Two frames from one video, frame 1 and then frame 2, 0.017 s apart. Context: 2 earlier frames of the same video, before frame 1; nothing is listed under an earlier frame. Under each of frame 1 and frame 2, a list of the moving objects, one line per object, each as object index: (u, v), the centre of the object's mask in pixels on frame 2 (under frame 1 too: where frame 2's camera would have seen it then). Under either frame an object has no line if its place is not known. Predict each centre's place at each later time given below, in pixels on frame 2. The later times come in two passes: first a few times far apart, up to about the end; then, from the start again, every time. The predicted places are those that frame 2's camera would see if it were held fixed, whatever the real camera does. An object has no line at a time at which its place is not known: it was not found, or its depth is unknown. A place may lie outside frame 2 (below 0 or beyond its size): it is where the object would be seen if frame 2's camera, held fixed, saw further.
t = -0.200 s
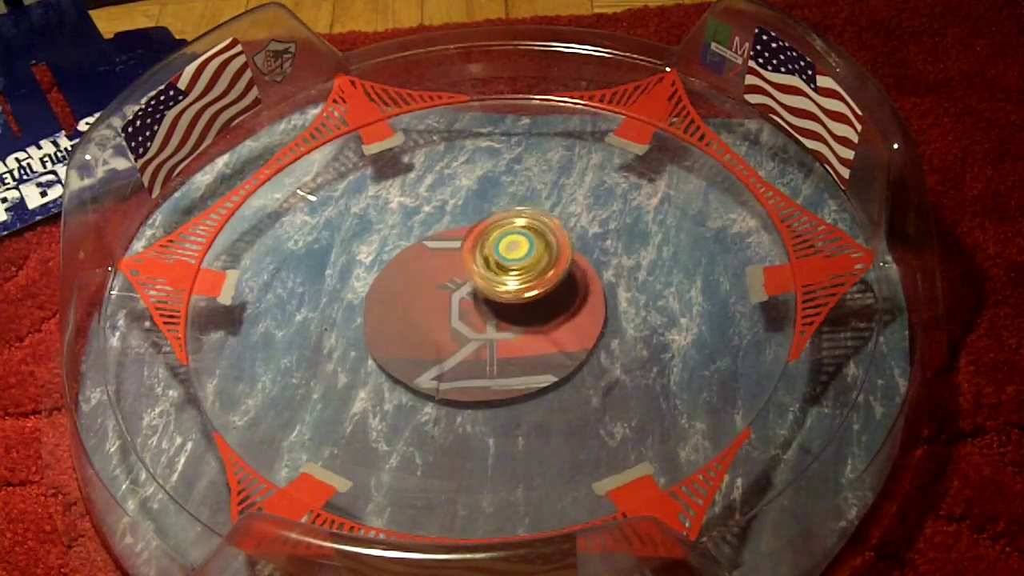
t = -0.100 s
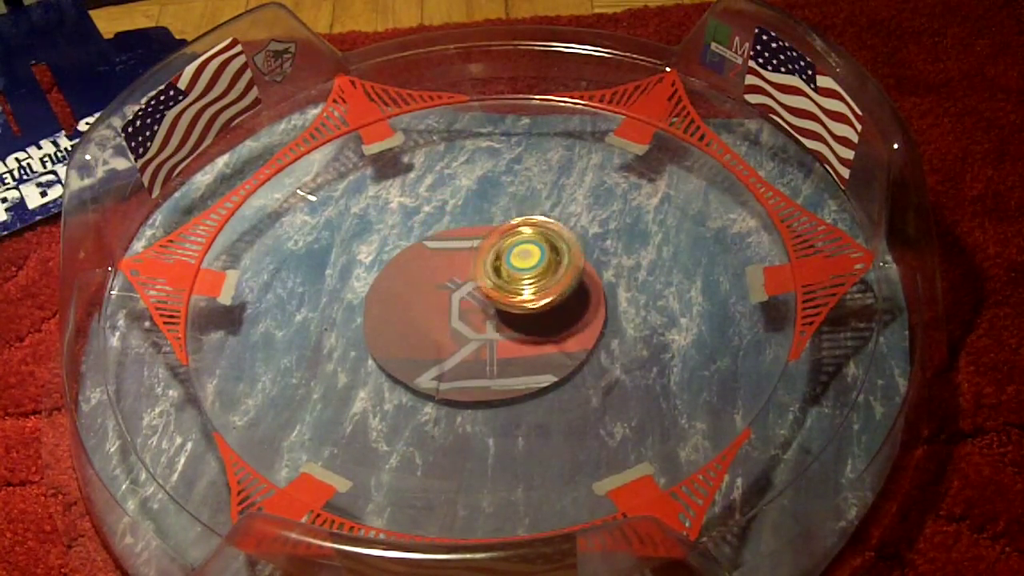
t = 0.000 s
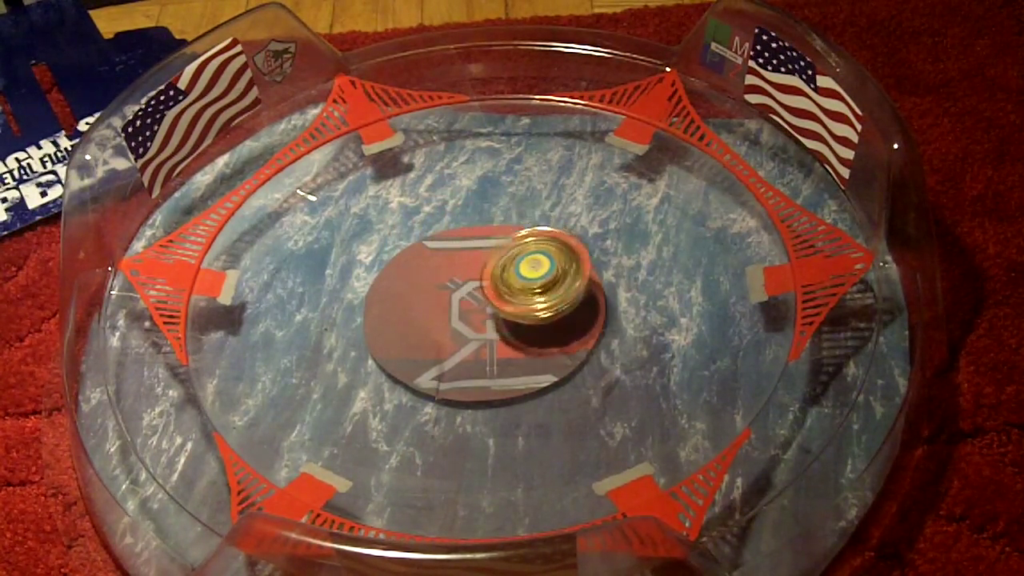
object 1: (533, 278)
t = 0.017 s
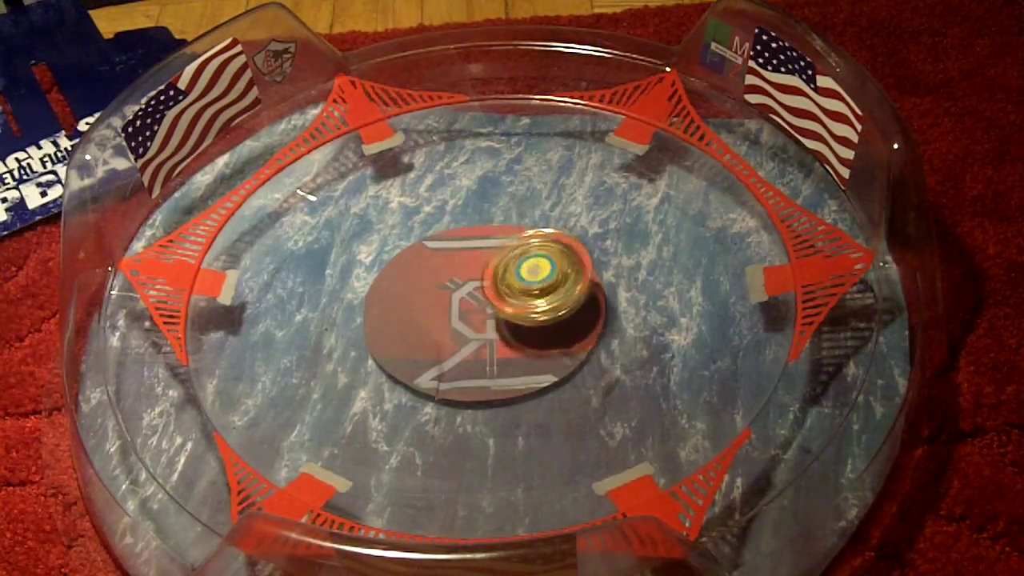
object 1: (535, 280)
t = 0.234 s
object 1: (544, 304)
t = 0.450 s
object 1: (526, 325)
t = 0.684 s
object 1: (501, 329)
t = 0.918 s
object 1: (469, 313)
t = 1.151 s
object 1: (443, 286)
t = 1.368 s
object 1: (441, 264)
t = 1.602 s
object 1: (454, 252)
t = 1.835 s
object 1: (494, 249)
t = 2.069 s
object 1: (527, 266)
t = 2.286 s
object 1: (534, 289)
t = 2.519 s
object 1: (531, 314)
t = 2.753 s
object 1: (514, 325)
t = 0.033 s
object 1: (534, 282)
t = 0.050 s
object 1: (535, 284)
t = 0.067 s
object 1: (535, 286)
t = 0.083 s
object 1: (535, 288)
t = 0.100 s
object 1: (535, 290)
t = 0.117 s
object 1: (535, 291)
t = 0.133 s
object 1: (535, 293)
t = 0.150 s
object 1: (536, 294)
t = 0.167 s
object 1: (536, 297)
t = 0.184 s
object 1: (536, 299)
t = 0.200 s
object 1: (537, 301)
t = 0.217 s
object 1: (536, 303)
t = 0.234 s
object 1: (544, 304)
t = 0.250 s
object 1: (543, 307)
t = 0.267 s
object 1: (542, 309)
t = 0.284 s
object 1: (543, 310)
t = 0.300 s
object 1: (543, 311)
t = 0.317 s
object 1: (542, 312)
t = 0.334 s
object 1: (541, 314)
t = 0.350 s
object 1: (540, 316)
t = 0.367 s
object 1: (539, 317)
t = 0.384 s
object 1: (538, 319)
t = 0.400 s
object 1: (536, 320)
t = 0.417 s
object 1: (535, 321)
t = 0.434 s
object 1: (528, 324)
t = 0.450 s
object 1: (526, 325)
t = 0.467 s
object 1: (525, 326)
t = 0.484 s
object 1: (527, 325)
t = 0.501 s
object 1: (520, 328)
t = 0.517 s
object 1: (516, 328)
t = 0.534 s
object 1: (514, 329)
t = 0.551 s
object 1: (512, 330)
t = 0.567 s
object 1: (510, 330)
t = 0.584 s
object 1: (508, 331)
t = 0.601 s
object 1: (506, 330)
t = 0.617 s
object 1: (511, 330)
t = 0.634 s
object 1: (500, 330)
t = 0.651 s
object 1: (506, 330)
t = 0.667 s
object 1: (497, 330)
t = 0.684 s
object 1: (501, 329)
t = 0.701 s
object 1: (499, 328)
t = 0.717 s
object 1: (496, 328)
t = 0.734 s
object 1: (494, 327)
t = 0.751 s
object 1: (492, 326)
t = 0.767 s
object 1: (490, 324)
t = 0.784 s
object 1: (486, 323)
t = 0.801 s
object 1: (484, 322)
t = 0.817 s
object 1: (482, 321)
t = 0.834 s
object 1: (479, 319)
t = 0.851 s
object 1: (477, 318)
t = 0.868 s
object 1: (475, 317)
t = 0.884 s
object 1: (473, 315)
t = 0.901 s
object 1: (471, 314)
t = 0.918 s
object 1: (469, 313)
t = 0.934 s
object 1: (466, 311)
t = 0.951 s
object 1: (464, 309)
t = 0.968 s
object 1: (461, 309)
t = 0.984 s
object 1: (460, 306)
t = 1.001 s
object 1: (456, 305)
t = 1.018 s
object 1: (455, 303)
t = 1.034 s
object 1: (453, 301)
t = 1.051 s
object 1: (451, 299)
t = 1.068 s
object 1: (450, 297)
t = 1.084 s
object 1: (449, 295)
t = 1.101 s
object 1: (448, 294)
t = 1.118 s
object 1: (446, 291)
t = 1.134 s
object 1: (445, 289)
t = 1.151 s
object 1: (443, 286)
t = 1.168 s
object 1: (442, 284)
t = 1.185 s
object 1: (442, 282)
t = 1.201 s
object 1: (441, 281)
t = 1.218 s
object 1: (441, 279)
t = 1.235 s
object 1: (440, 277)
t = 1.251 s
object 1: (440, 275)
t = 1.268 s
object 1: (440, 274)
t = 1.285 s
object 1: (440, 272)
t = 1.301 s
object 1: (440, 270)
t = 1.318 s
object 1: (440, 269)
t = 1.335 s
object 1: (441, 267)
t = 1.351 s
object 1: (441, 265)
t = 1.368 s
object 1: (441, 264)
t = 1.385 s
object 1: (442, 262)
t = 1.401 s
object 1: (442, 261)
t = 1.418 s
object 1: (444, 260)
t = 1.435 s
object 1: (444, 258)
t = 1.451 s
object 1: (440, 259)
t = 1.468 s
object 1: (446, 255)
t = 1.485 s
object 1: (448, 254)
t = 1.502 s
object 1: (444, 257)
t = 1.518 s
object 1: (446, 256)
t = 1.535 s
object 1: (452, 252)
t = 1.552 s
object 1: (449, 254)
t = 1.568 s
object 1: (450, 254)
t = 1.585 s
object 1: (453, 253)
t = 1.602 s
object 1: (454, 252)
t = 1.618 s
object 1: (457, 252)
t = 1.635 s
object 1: (463, 248)
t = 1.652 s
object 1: (466, 248)
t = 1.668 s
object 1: (464, 251)
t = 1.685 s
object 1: (467, 251)
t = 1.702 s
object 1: (473, 247)
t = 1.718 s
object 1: (477, 248)
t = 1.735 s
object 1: (478, 248)
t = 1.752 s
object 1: (482, 248)
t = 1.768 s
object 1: (484, 248)
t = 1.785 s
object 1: (487, 248)
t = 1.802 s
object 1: (489, 248)
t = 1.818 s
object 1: (493, 249)
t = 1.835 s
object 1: (494, 249)
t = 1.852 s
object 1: (498, 250)
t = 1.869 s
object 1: (500, 251)
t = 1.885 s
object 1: (502, 253)
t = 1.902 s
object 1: (505, 254)
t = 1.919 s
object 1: (508, 255)
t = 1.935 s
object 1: (510, 255)
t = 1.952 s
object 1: (514, 257)
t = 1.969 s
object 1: (515, 258)
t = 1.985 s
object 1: (518, 259)
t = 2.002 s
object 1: (520, 260)
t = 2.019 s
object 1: (522, 261)
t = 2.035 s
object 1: (523, 263)
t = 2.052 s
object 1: (525, 264)
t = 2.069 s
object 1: (527, 266)
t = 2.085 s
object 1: (529, 267)
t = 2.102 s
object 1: (530, 269)
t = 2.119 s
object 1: (532, 271)
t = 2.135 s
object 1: (533, 272)
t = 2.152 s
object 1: (534, 274)
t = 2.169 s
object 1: (536, 276)
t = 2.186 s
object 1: (537, 277)
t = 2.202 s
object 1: (539, 279)
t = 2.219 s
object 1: (540, 281)
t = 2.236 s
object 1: (541, 283)
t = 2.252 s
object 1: (541, 285)
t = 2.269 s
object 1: (534, 286)
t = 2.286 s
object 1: (534, 289)
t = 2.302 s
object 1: (535, 291)
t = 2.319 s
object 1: (534, 293)
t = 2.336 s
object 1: (534, 295)
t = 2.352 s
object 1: (534, 298)
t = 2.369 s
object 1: (534, 300)
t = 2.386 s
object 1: (534, 301)
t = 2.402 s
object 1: (534, 303)
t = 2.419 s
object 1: (533, 305)
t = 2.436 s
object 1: (534, 307)
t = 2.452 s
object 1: (533, 308)
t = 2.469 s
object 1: (533, 310)
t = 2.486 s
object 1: (533, 311)
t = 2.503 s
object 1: (532, 312)
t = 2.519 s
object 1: (531, 314)
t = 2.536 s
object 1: (533, 315)
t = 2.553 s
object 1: (536, 315)
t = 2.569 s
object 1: (535, 316)
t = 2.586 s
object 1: (528, 320)
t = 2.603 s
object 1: (532, 319)
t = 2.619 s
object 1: (531, 320)
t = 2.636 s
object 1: (529, 321)
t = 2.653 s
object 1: (527, 322)
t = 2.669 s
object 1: (525, 322)
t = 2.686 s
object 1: (523, 323)
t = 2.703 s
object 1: (521, 324)
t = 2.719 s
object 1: (519, 324)
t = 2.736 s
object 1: (517, 325)
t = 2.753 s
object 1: (514, 325)
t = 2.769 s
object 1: (512, 325)
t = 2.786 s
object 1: (510, 325)
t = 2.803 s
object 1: (501, 325)
